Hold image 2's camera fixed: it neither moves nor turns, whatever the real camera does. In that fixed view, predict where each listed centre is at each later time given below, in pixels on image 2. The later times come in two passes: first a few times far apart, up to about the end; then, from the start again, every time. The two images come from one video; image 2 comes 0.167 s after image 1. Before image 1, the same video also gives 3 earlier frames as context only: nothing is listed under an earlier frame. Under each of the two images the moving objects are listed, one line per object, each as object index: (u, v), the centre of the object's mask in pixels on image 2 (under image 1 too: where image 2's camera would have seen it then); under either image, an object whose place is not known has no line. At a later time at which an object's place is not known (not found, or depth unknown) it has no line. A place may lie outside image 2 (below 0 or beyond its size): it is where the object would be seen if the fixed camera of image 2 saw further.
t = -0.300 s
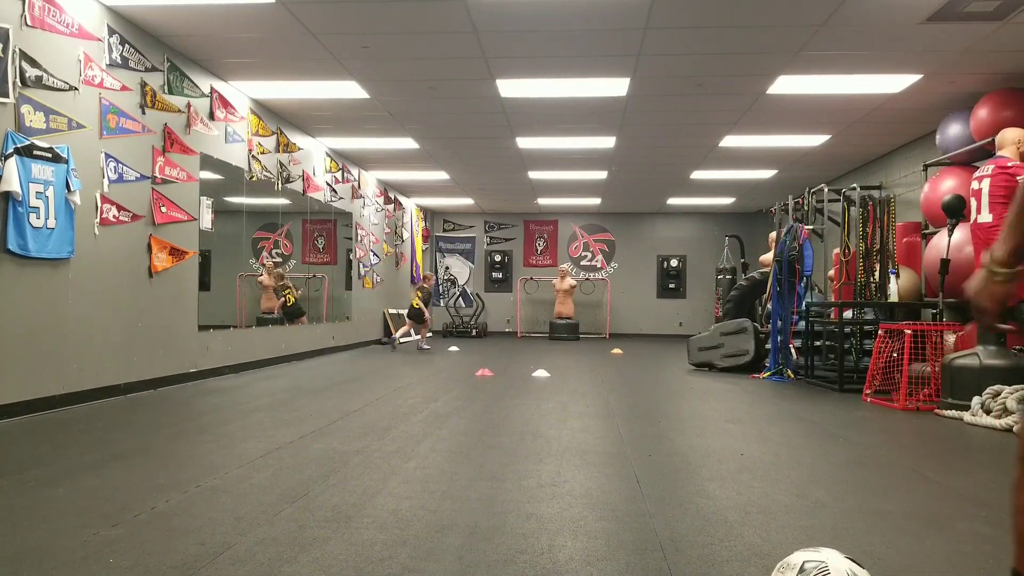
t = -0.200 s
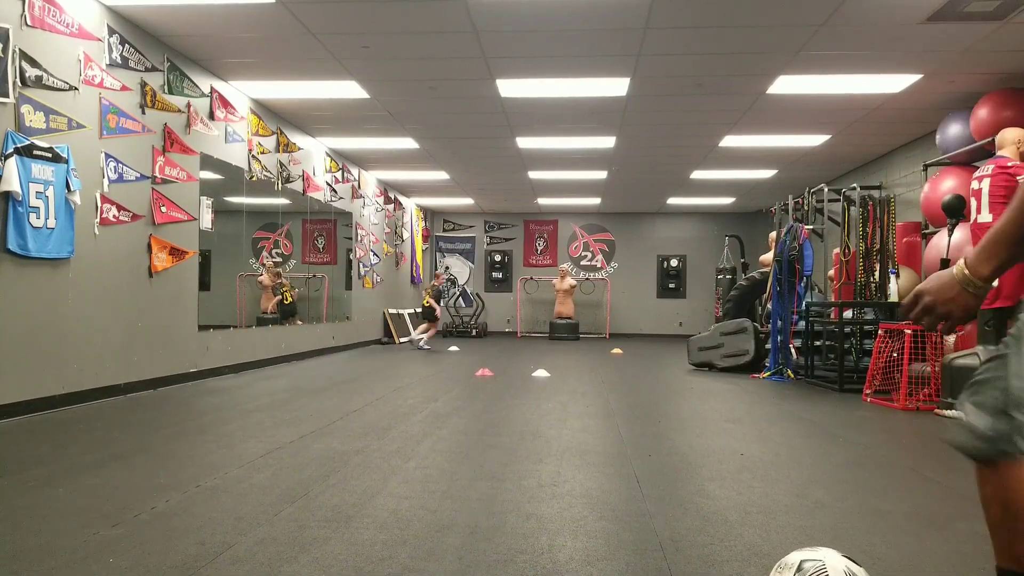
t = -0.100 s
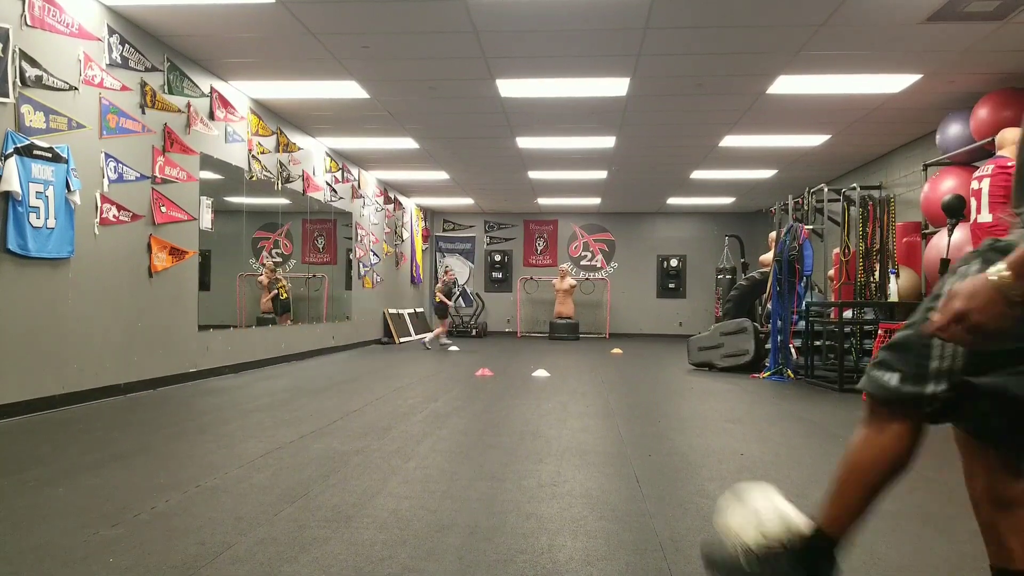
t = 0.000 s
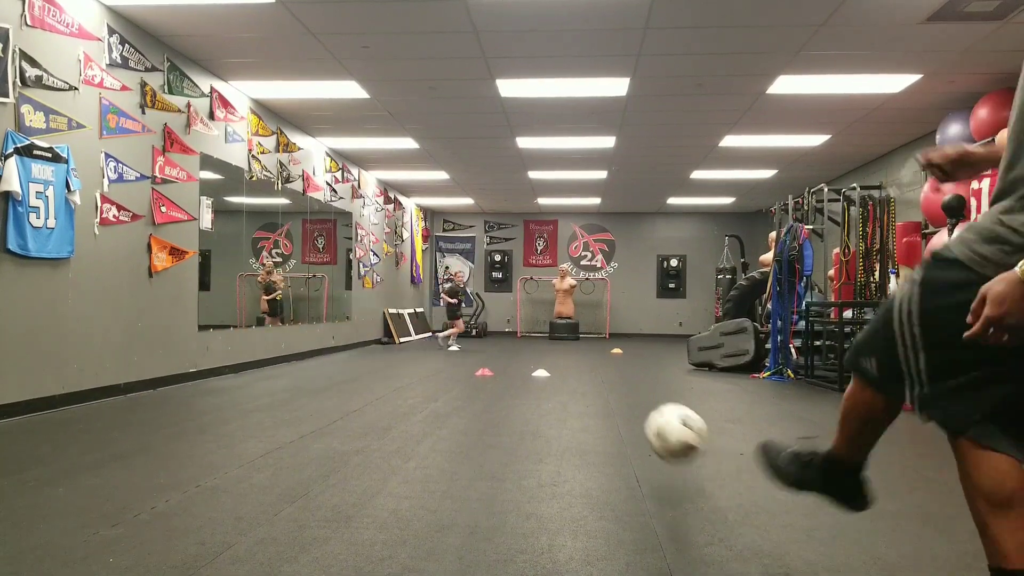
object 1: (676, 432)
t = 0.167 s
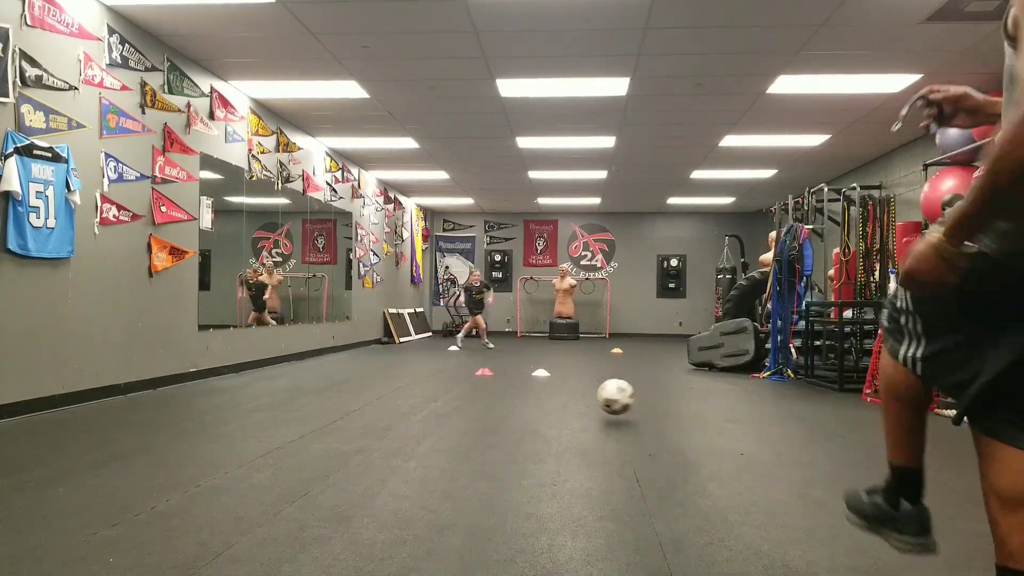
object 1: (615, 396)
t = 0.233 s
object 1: (605, 388)
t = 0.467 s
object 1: (587, 370)
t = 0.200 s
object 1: (609, 397)
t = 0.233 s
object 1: (605, 388)
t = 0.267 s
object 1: (602, 380)
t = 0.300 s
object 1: (599, 374)
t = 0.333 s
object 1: (596, 370)
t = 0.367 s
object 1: (593, 368)
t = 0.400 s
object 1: (591, 367)
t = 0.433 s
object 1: (589, 368)
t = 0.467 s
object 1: (587, 370)
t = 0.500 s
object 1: (585, 367)
